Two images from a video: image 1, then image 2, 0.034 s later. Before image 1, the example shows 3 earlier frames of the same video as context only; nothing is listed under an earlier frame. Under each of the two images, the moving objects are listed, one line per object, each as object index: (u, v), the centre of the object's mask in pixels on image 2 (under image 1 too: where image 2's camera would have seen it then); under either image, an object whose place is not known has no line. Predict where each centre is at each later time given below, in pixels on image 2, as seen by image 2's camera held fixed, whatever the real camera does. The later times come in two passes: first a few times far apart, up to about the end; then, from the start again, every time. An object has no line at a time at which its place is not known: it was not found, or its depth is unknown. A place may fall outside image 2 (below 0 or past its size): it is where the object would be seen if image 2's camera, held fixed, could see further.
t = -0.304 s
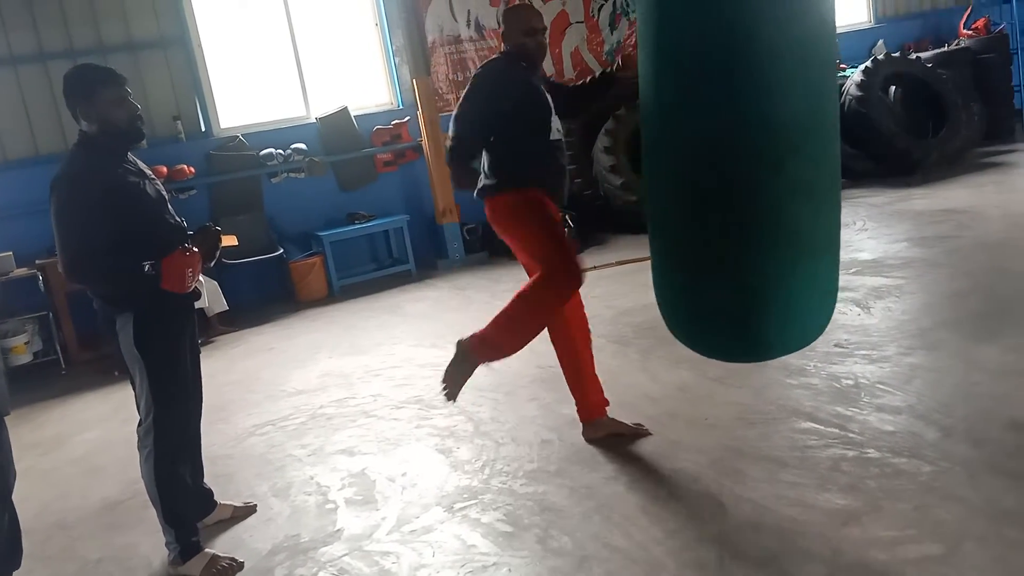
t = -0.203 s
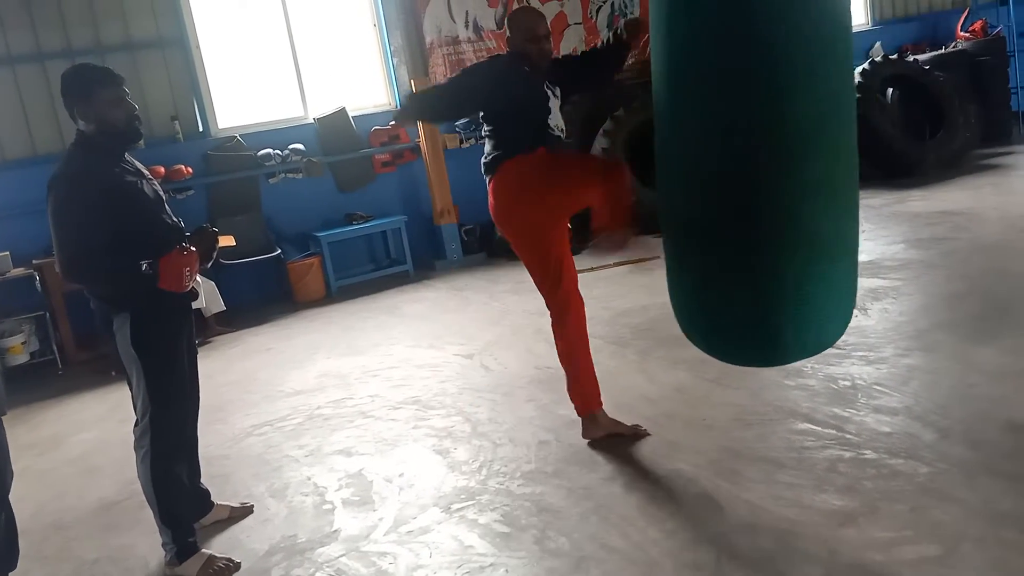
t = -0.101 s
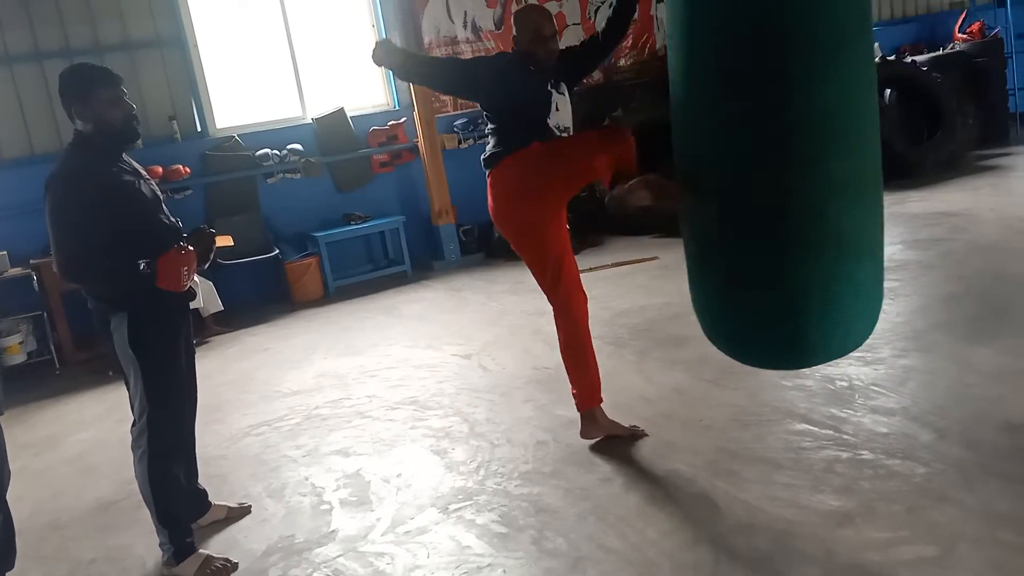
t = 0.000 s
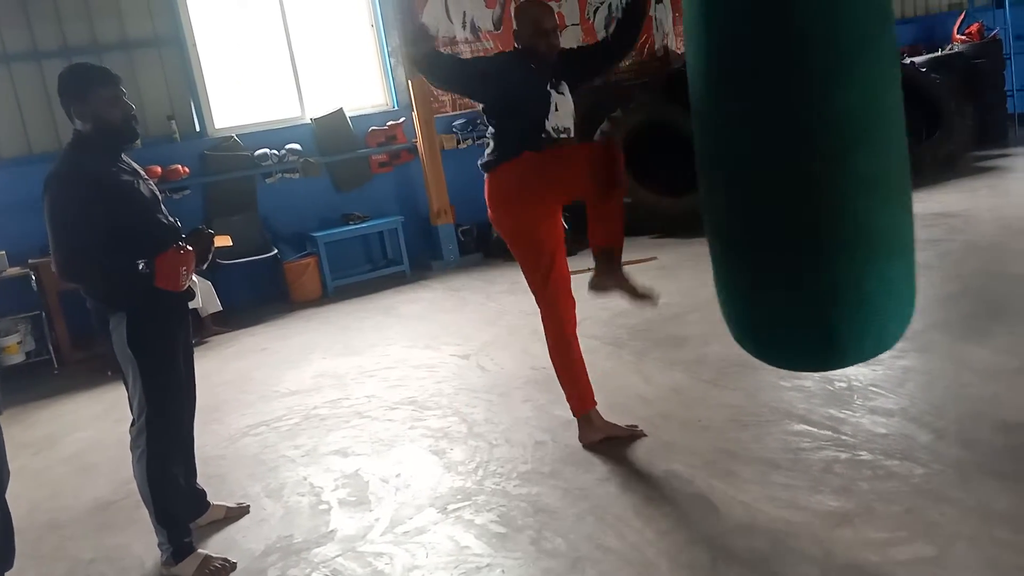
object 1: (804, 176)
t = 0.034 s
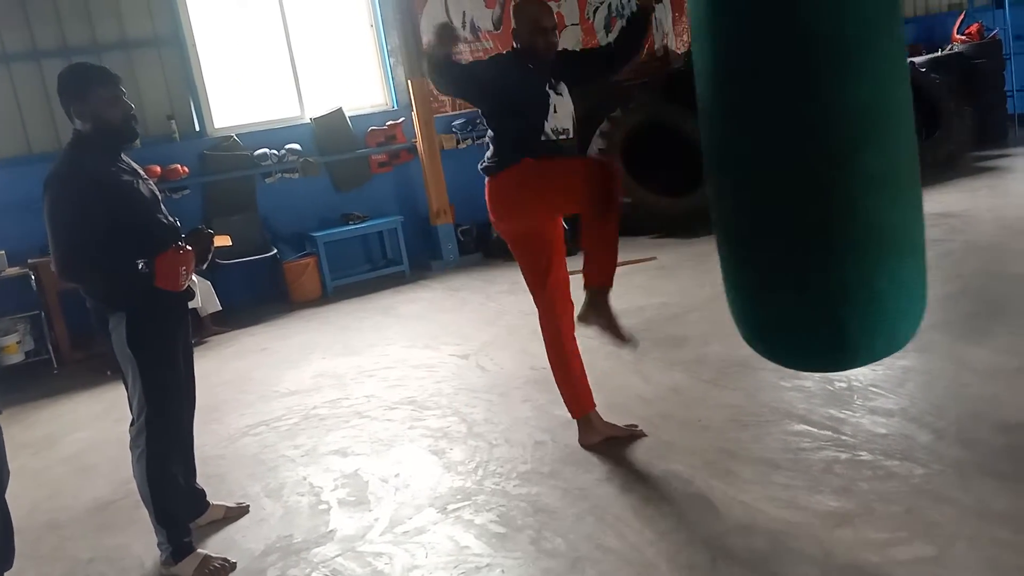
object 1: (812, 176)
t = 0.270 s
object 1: (873, 174)
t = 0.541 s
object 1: (914, 167)
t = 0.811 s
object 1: (922, 167)
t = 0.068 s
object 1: (821, 176)
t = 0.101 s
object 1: (830, 176)
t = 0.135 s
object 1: (839, 175)
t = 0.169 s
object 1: (848, 175)
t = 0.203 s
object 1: (856, 175)
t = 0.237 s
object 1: (865, 174)
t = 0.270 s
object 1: (873, 174)
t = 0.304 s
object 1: (881, 174)
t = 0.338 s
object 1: (888, 174)
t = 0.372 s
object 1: (894, 173)
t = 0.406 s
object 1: (899, 172)
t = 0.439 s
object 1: (903, 170)
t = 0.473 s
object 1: (908, 169)
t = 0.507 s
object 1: (911, 168)
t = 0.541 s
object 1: (914, 167)
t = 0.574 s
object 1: (916, 166)
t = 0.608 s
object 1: (918, 165)
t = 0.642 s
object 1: (920, 165)
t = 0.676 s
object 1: (921, 165)
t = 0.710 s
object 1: (922, 165)
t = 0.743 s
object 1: (922, 165)
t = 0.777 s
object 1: (922, 166)
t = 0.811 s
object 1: (922, 167)
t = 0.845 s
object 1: (921, 169)
